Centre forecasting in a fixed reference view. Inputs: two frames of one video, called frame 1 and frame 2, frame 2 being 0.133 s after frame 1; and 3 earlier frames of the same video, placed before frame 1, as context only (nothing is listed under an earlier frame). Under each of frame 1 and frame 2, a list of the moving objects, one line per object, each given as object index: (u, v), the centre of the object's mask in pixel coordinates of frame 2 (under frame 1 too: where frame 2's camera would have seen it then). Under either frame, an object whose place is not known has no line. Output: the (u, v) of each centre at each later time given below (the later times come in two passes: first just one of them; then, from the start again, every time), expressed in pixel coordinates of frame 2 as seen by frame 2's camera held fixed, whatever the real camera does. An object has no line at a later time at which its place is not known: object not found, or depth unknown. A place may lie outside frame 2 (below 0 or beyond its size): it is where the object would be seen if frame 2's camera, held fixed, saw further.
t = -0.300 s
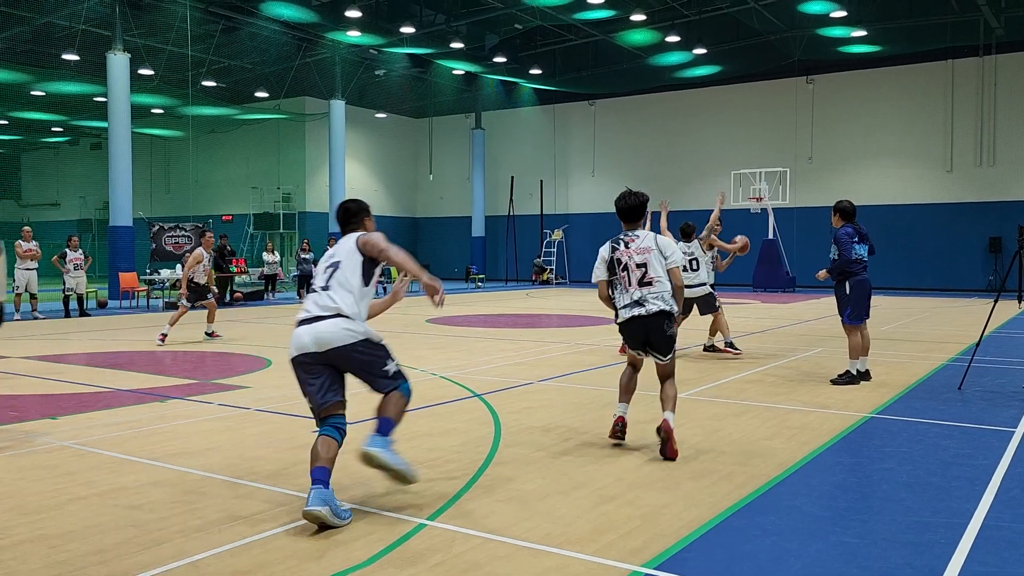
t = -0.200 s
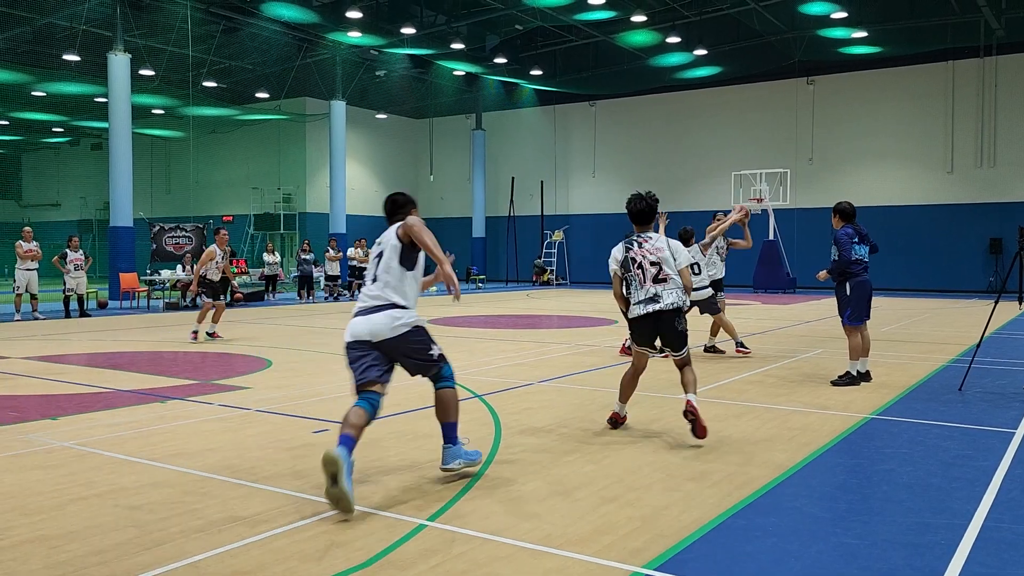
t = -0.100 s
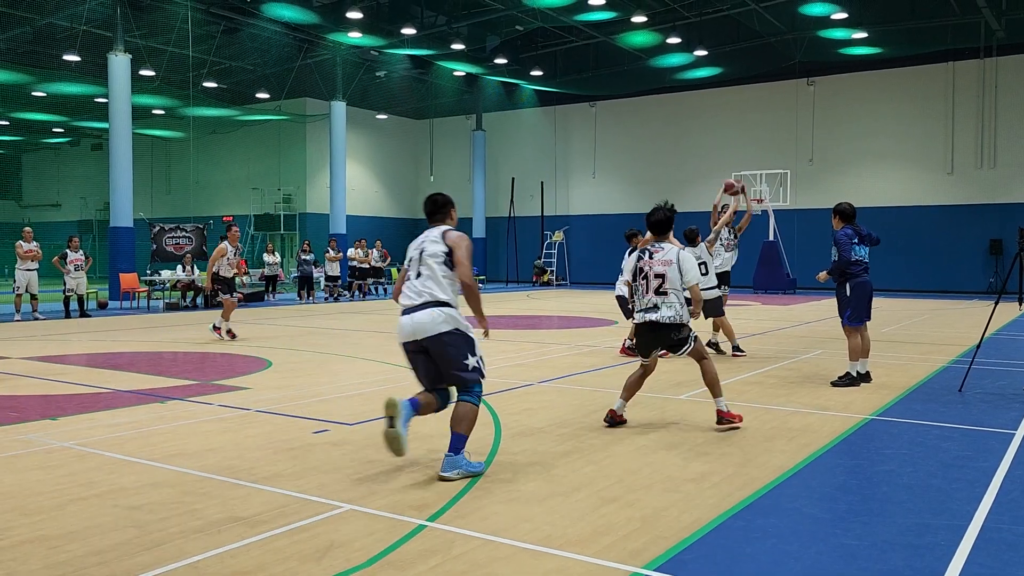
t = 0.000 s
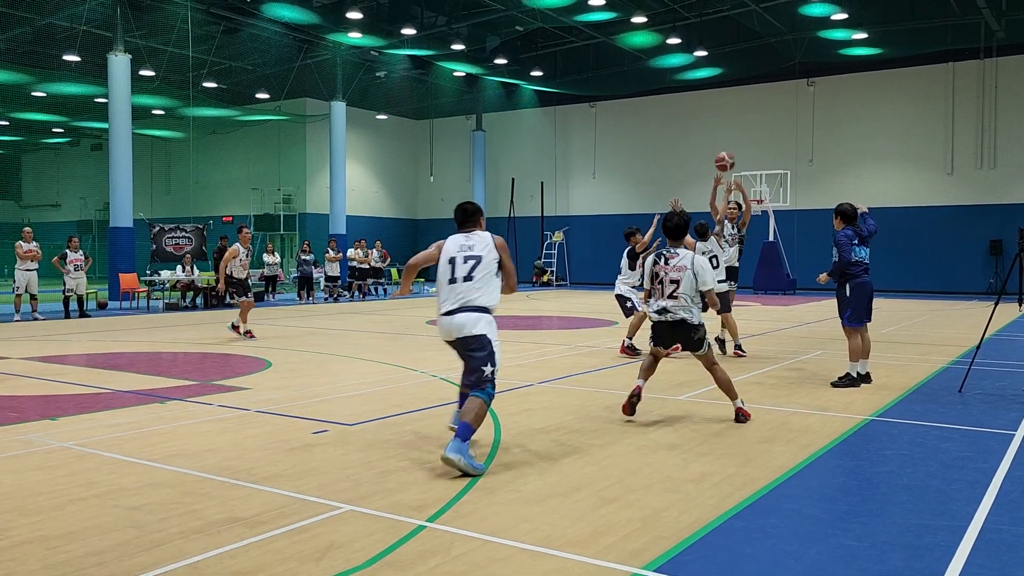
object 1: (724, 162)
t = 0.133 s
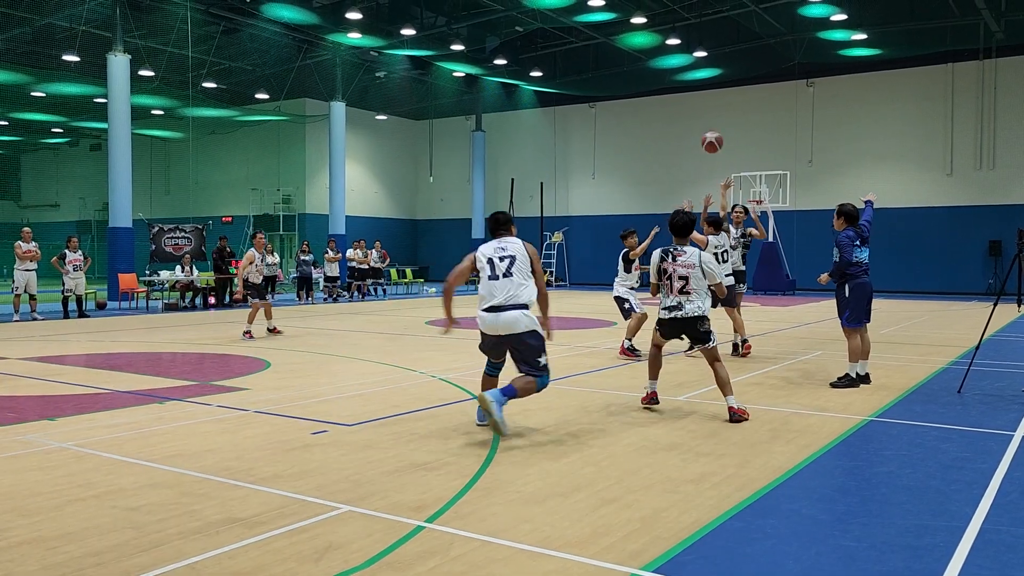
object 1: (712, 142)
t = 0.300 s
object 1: (695, 136)
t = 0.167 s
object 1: (709, 139)
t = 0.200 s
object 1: (706, 137)
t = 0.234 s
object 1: (702, 136)
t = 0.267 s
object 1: (699, 136)
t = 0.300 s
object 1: (695, 136)
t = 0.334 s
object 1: (691, 138)
